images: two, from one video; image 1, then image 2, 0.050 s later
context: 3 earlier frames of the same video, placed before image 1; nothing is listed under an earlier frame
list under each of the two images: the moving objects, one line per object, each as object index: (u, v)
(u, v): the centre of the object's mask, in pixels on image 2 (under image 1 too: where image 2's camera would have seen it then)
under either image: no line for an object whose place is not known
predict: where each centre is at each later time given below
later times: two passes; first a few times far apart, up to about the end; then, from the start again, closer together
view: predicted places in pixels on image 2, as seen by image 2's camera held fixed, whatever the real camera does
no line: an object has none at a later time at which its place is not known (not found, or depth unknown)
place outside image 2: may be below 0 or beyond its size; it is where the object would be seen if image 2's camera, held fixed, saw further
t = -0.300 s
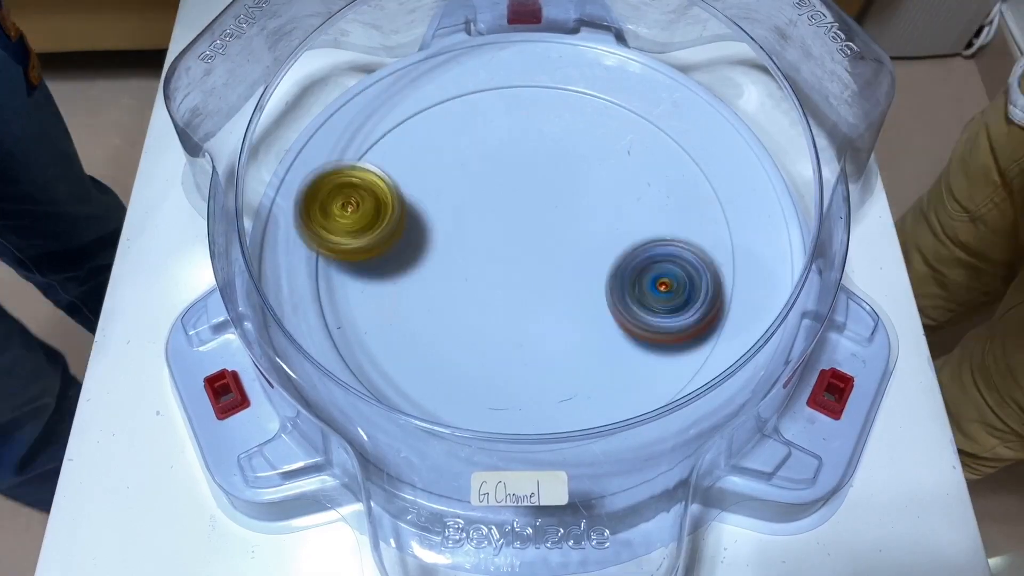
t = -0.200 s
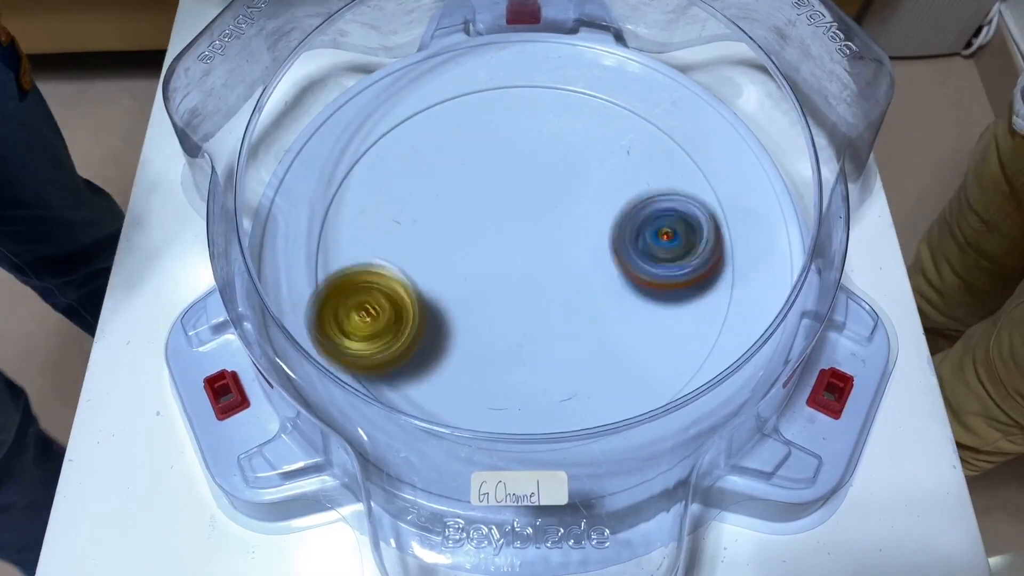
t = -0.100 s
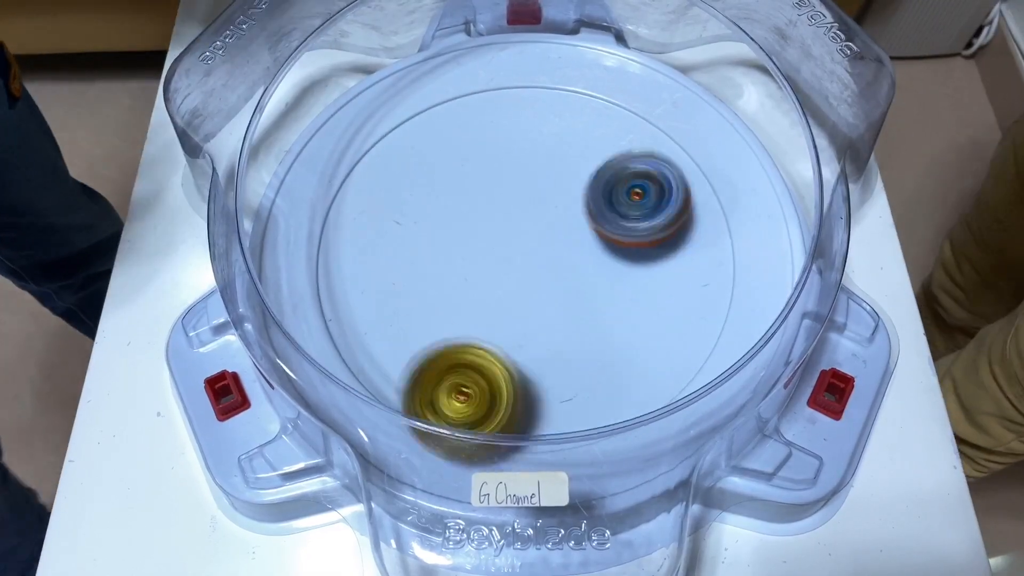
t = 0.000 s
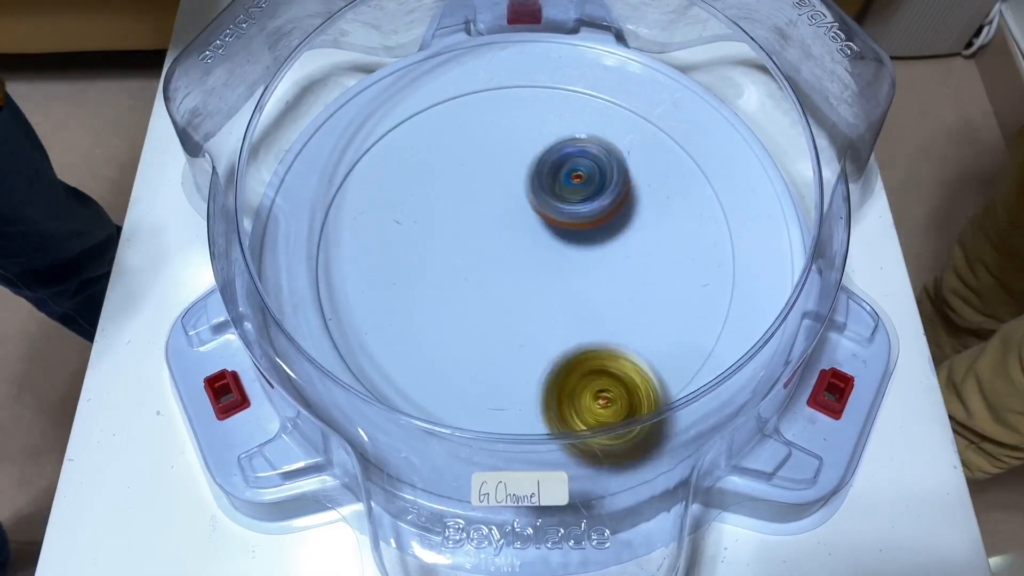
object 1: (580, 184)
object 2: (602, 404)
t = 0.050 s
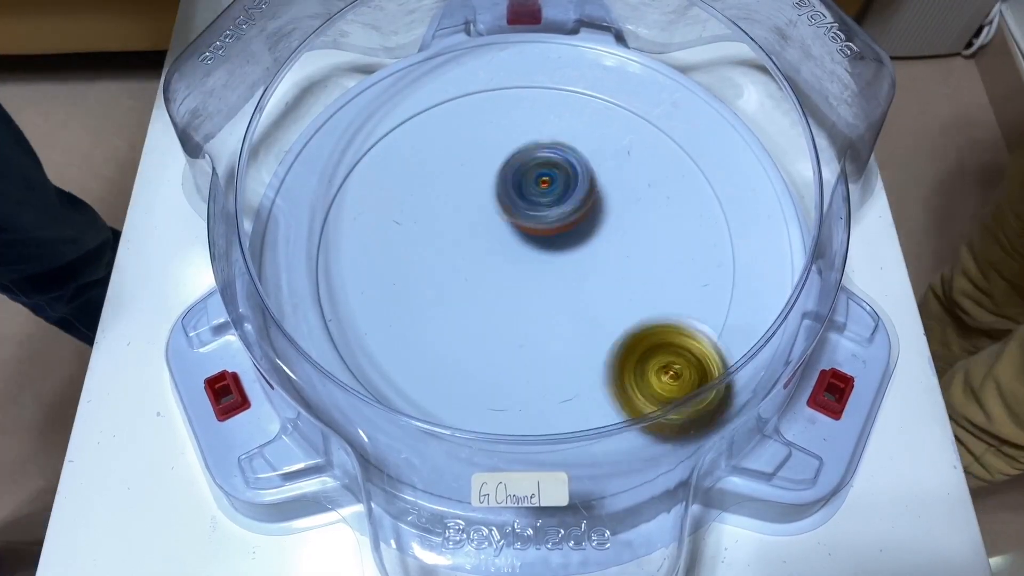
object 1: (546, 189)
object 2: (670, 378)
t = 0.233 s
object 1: (457, 255)
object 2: (719, 167)
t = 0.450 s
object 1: (501, 380)
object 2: (415, 90)
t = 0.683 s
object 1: (672, 271)
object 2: (475, 419)
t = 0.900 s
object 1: (530, 97)
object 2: (710, 159)
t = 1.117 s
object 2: (461, 100)
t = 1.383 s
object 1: (643, 402)
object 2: (519, 239)
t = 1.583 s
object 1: (645, 120)
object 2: (589, 284)
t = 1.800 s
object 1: (419, 63)
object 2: (610, 273)
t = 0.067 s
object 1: (536, 191)
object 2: (688, 365)
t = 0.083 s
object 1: (526, 195)
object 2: (704, 348)
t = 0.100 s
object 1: (516, 199)
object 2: (712, 327)
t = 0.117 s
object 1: (507, 204)
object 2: (722, 310)
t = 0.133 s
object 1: (499, 210)
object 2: (729, 292)
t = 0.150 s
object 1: (492, 215)
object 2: (735, 271)
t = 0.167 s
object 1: (484, 222)
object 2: (737, 250)
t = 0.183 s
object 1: (476, 229)
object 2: (738, 225)
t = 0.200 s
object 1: (470, 238)
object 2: (737, 204)
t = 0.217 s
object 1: (464, 246)
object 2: (731, 185)
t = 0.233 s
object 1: (457, 255)
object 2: (719, 167)
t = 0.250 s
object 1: (452, 266)
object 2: (706, 148)
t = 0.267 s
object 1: (448, 276)
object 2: (688, 130)
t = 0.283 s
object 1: (447, 288)
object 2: (671, 114)
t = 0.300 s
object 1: (445, 297)
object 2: (652, 98)
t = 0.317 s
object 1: (443, 309)
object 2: (631, 85)
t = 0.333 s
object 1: (445, 320)
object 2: (606, 76)
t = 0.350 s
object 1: (448, 332)
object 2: (580, 71)
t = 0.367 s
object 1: (455, 342)
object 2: (552, 65)
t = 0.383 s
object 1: (460, 352)
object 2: (524, 61)
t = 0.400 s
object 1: (468, 361)
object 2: (497, 65)
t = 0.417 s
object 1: (477, 370)
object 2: (469, 72)
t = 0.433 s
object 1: (490, 377)
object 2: (442, 81)
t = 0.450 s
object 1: (501, 380)
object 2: (415, 90)
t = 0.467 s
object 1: (515, 384)
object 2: (392, 106)
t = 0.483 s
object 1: (531, 387)
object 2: (370, 126)
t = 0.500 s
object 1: (548, 387)
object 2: (350, 147)
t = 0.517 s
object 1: (562, 384)
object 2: (333, 170)
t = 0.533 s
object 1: (579, 383)
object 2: (323, 198)
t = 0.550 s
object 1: (595, 377)
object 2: (317, 226)
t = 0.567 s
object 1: (612, 369)
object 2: (315, 258)
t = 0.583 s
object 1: (626, 359)
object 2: (321, 287)
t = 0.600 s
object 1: (638, 349)
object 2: (335, 315)
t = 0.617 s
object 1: (649, 336)
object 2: (354, 341)
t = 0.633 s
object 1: (659, 321)
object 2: (375, 371)
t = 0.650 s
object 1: (666, 304)
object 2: (403, 394)
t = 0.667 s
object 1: (670, 288)
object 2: (441, 412)
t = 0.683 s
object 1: (672, 271)
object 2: (475, 419)
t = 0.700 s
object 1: (672, 254)
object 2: (519, 422)
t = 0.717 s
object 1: (668, 236)
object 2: (561, 422)
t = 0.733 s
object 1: (664, 219)
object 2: (597, 414)
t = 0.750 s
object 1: (657, 204)
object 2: (635, 398)
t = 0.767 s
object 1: (649, 188)
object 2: (667, 378)
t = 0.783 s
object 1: (637, 173)
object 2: (693, 354)
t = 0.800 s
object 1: (626, 160)
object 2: (710, 325)
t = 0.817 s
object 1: (613, 148)
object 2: (725, 298)
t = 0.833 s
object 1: (599, 135)
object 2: (735, 270)
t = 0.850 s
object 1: (581, 119)
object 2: (737, 241)
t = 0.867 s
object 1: (565, 111)
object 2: (732, 212)
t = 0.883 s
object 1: (548, 104)
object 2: (724, 184)
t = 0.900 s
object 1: (530, 97)
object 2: (710, 159)
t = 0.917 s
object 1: (511, 91)
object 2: (693, 135)
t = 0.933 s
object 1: (494, 89)
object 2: (672, 116)
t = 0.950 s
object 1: (475, 86)
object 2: (648, 98)
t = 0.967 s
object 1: (456, 85)
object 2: (621, 84)
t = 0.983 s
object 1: (437, 87)
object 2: (591, 74)
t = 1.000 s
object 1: (419, 90)
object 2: (562, 68)
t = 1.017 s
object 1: (402, 93)
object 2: (532, 65)
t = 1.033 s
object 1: (388, 103)
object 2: (504, 66)
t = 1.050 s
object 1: (377, 115)
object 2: (475, 69)
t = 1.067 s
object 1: (359, 130)
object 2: (454, 76)
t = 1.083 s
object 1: (334, 154)
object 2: (456, 82)
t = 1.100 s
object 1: (308, 180)
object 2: (459, 90)
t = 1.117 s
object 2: (461, 100)
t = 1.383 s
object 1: (643, 402)
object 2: (519, 239)
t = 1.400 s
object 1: (648, 381)
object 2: (523, 246)
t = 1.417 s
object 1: (654, 355)
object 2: (529, 252)
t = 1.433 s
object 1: (662, 332)
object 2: (535, 257)
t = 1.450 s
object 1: (666, 309)
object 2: (542, 262)
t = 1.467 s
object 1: (671, 285)
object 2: (548, 267)
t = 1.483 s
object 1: (673, 261)
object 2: (555, 271)
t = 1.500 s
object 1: (672, 235)
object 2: (561, 275)
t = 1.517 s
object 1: (671, 210)
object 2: (567, 277)
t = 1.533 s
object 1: (667, 186)
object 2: (573, 280)
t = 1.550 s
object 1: (663, 164)
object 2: (578, 280)
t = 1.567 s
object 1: (655, 142)
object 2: (584, 283)
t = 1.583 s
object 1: (645, 120)
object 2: (589, 284)
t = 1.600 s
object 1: (634, 98)
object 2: (593, 285)
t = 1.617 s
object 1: (623, 76)
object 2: (597, 285)
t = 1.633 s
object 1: (607, 63)
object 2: (601, 286)
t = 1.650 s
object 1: (590, 51)
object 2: (605, 285)
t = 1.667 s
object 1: (573, 42)
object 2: (608, 284)
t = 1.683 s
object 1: (554, 39)
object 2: (610, 284)
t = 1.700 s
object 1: (534, 42)
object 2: (611, 284)
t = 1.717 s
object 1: (516, 45)
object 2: (613, 283)
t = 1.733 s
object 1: (496, 46)
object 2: (613, 281)
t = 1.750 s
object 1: (476, 48)
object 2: (613, 279)
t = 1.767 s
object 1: (456, 52)
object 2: (613, 278)
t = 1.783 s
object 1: (436, 57)
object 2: (612, 276)
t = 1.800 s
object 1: (419, 63)
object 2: (610, 273)
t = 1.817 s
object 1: (401, 71)
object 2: (609, 271)
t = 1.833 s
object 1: (384, 82)
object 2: (606, 268)
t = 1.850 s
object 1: (367, 93)
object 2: (603, 267)
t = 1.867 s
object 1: (352, 106)
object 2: (600, 265)
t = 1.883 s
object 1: (338, 119)
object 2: (596, 263)
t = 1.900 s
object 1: (325, 135)
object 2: (592, 260)
